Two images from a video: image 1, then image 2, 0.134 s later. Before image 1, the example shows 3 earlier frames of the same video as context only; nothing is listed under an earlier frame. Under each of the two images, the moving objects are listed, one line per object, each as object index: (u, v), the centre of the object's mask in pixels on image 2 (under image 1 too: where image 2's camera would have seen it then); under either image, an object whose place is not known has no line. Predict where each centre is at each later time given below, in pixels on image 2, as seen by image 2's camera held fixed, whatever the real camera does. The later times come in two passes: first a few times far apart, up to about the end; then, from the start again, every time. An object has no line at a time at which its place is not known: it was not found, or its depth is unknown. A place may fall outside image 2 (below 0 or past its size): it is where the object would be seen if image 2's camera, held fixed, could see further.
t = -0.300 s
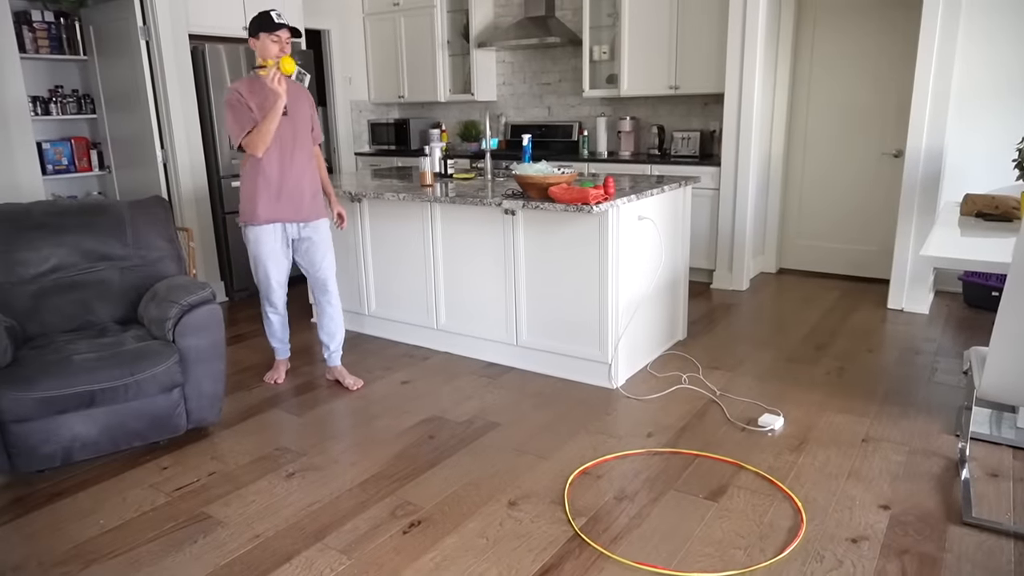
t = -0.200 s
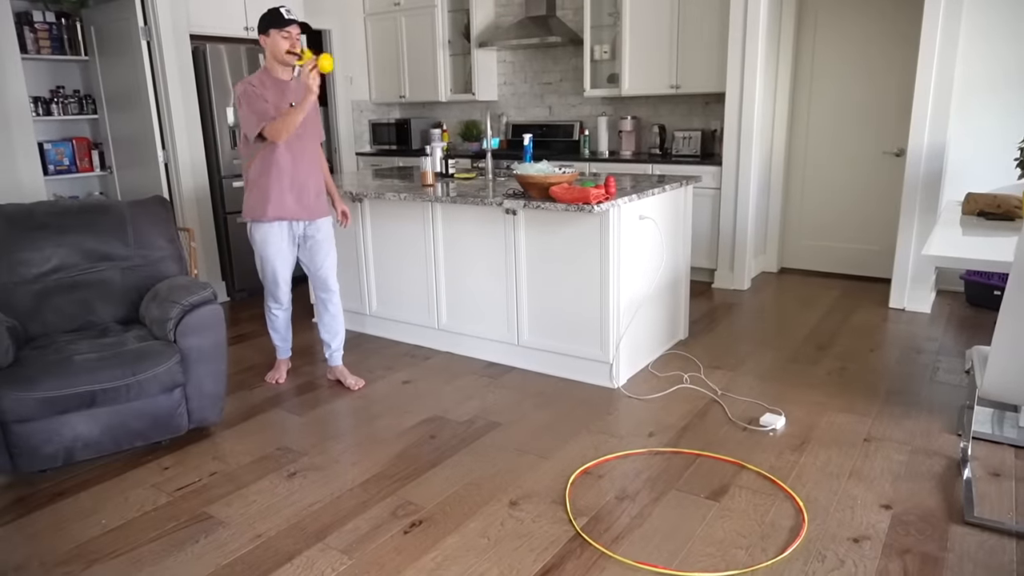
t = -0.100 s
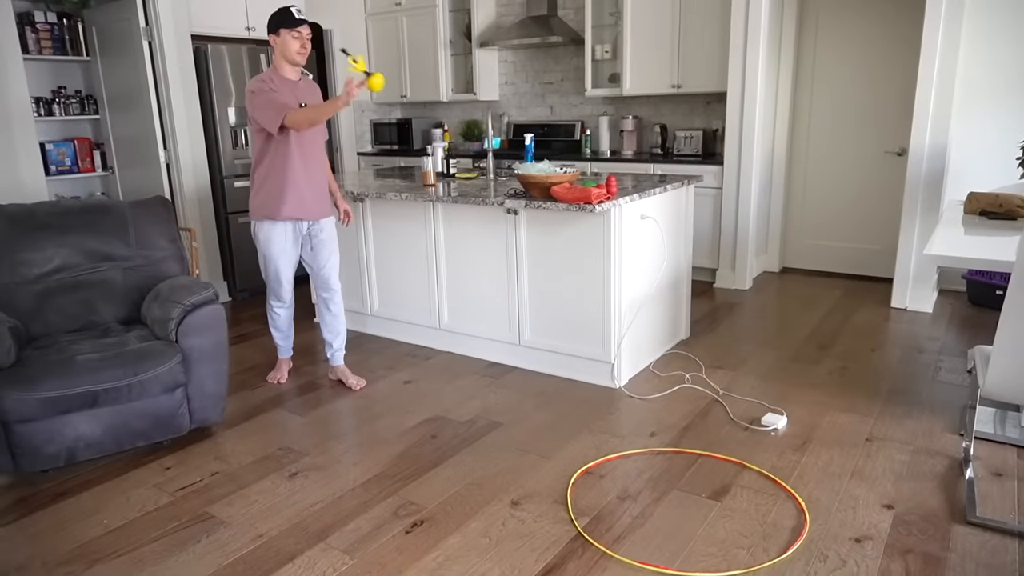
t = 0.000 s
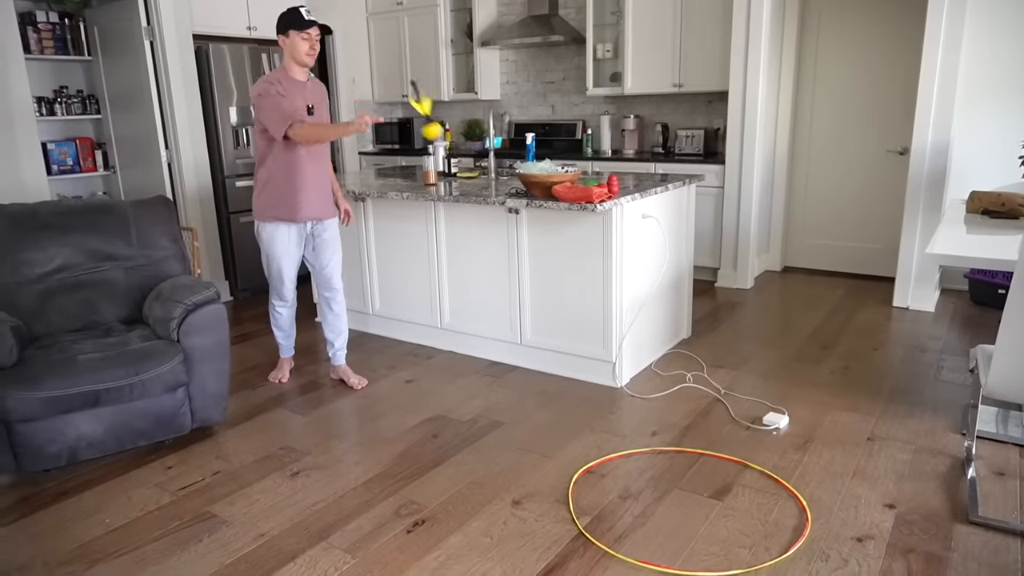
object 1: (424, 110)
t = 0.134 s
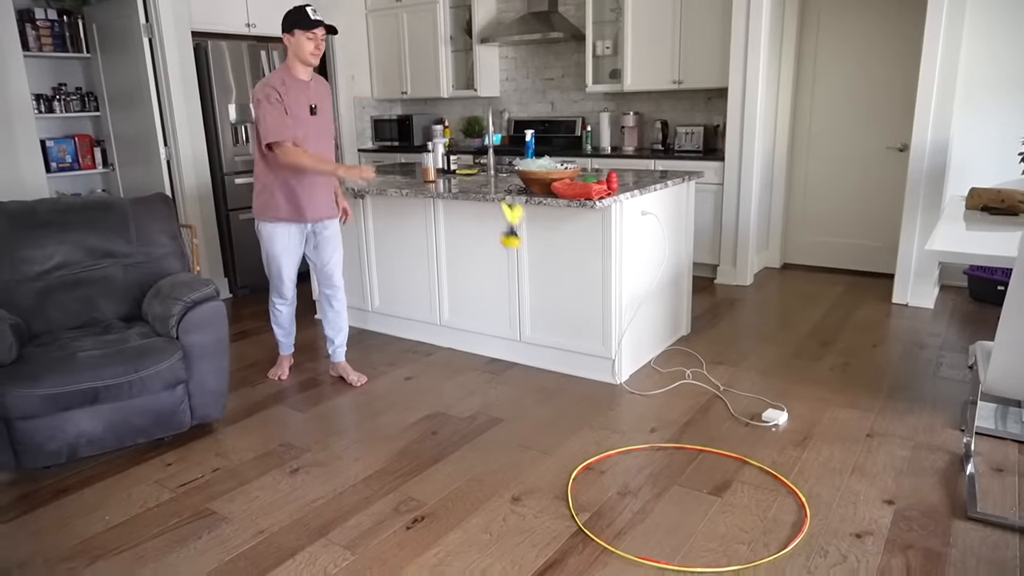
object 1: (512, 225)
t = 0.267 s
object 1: (599, 394)
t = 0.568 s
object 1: (635, 480)
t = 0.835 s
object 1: (619, 463)
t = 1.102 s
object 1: (630, 454)
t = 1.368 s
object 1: (637, 454)
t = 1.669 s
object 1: (613, 465)
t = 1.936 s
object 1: (613, 460)
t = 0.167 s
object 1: (535, 257)
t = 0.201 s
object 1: (556, 298)
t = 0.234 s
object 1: (579, 340)
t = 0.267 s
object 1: (599, 394)
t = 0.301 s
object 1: (621, 435)
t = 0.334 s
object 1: (628, 449)
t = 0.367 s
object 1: (632, 448)
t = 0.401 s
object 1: (634, 452)
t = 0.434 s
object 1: (635, 459)
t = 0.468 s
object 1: (634, 469)
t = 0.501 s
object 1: (635, 472)
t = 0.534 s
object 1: (636, 476)
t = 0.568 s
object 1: (635, 480)
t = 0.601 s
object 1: (633, 478)
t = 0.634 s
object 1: (631, 476)
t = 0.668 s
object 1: (629, 476)
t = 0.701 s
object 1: (627, 474)
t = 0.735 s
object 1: (625, 472)
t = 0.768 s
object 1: (624, 470)
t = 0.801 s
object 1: (621, 466)
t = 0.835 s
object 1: (619, 463)
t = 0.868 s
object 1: (619, 461)
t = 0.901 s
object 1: (619, 458)
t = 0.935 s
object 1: (620, 456)
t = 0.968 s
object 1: (621, 455)
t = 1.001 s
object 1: (624, 453)
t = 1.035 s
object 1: (626, 453)
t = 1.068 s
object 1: (628, 453)
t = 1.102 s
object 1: (630, 454)
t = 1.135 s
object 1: (632, 453)
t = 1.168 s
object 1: (633, 454)
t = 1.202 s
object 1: (635, 453)
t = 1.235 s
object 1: (636, 453)
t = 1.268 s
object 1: (637, 453)
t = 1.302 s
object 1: (637, 455)
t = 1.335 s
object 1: (636, 455)
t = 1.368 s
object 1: (637, 454)
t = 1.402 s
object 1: (635, 456)
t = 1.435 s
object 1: (632, 457)
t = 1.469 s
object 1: (628, 459)
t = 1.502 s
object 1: (624, 462)
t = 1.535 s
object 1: (620, 463)
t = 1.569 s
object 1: (618, 464)
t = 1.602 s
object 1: (616, 465)
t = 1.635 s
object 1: (614, 465)
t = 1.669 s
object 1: (613, 465)
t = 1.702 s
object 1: (612, 465)
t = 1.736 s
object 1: (609, 463)
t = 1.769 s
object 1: (609, 463)
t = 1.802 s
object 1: (609, 463)
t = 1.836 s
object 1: (609, 462)
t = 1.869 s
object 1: (610, 462)
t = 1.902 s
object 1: (611, 461)
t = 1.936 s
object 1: (613, 460)
